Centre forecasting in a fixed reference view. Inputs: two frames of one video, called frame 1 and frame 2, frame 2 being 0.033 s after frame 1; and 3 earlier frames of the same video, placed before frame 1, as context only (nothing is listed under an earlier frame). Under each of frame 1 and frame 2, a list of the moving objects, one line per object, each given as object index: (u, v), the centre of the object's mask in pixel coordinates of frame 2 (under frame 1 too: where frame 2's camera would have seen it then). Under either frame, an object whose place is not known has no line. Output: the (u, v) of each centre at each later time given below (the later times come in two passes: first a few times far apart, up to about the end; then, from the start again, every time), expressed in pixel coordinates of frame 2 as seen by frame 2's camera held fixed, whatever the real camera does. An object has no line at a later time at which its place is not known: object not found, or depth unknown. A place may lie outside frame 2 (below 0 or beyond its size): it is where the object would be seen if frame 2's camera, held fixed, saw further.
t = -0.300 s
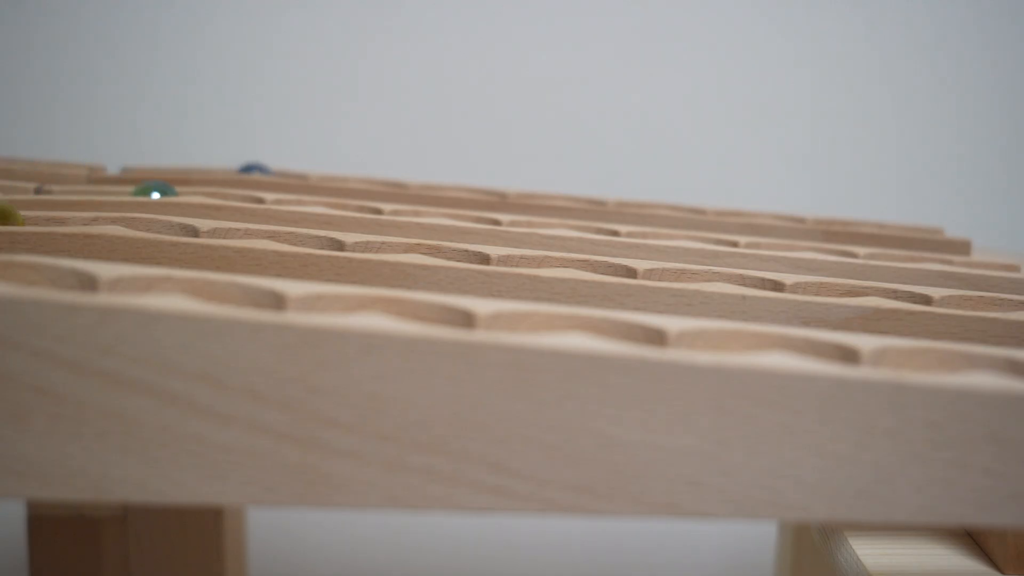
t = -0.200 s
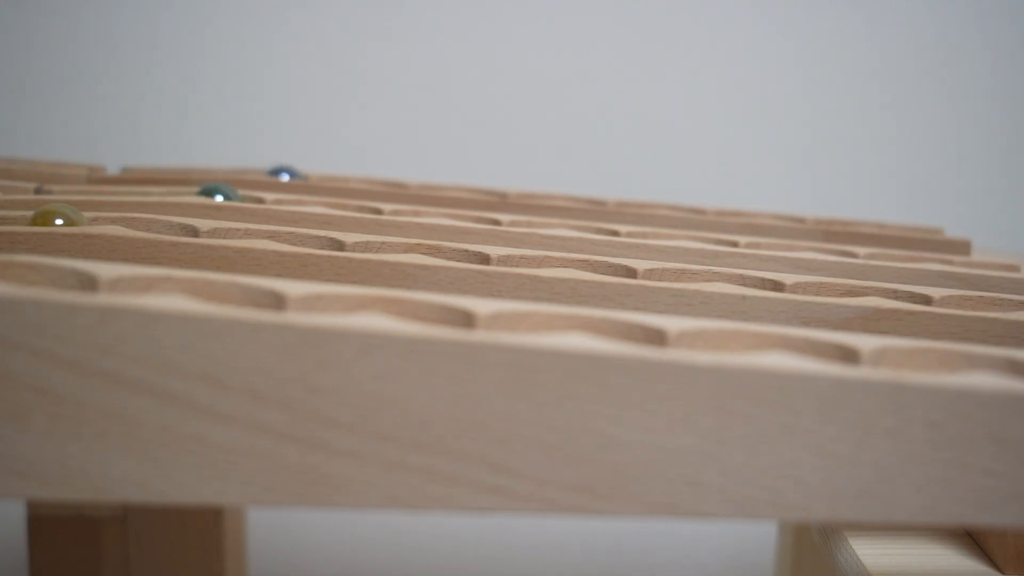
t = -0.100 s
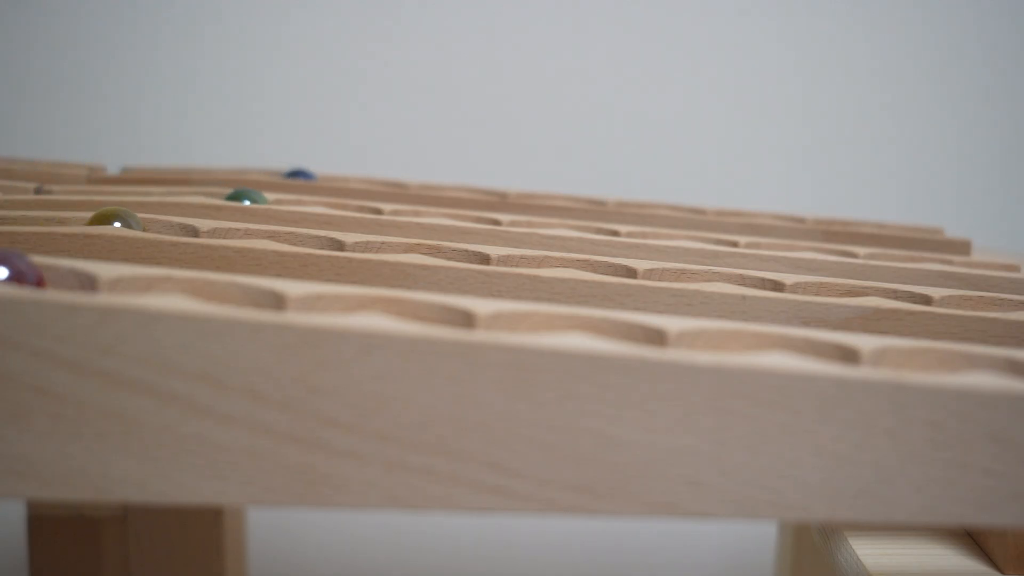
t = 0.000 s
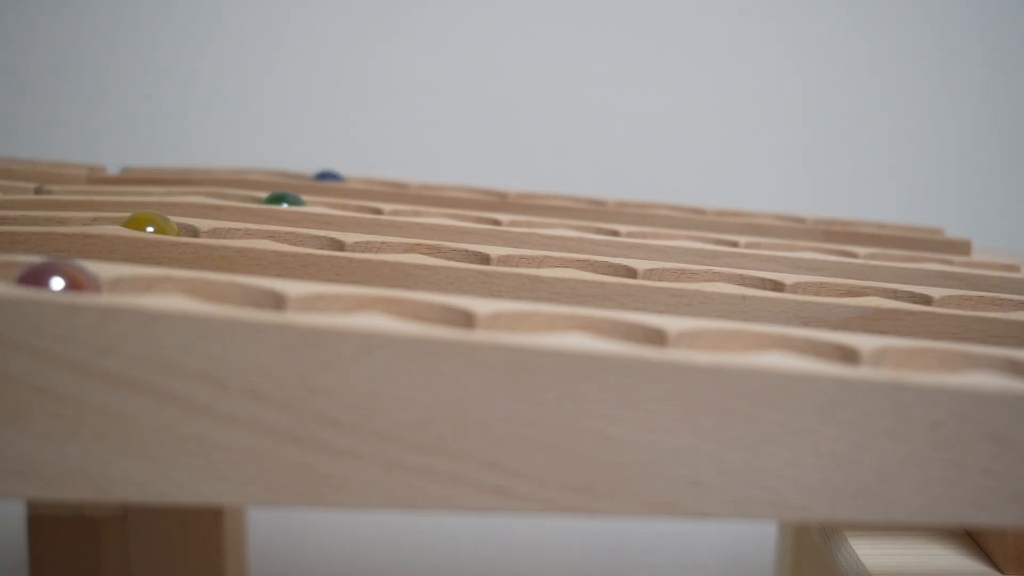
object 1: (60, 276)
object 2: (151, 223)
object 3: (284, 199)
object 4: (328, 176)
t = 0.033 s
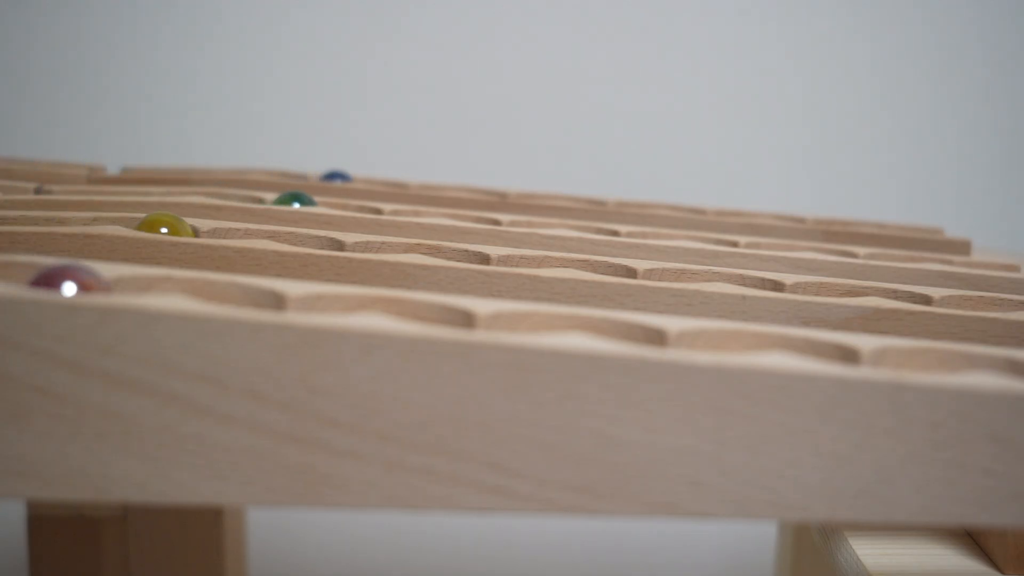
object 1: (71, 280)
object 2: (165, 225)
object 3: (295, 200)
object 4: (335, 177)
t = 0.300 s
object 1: (231, 288)
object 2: (245, 231)
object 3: (370, 207)
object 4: (397, 183)
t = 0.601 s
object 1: (362, 299)
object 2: (347, 243)
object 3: (458, 212)
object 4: (470, 187)
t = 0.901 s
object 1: (501, 318)
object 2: (462, 251)
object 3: (538, 221)
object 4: (538, 194)
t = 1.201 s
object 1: (643, 327)
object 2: (564, 258)
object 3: (622, 229)
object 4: (605, 199)
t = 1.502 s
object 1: (777, 335)
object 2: (674, 271)
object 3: (707, 233)
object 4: (674, 202)
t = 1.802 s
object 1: (924, 353)
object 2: (780, 281)
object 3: (787, 241)
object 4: (742, 210)
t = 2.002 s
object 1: (995, 355)
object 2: (843, 284)
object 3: (845, 246)
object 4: (788, 213)
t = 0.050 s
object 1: (78, 281)
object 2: (169, 225)
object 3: (299, 200)
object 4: (339, 177)
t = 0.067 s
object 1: (90, 281)
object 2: (169, 226)
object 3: (305, 200)
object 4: (343, 177)
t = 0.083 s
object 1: (101, 282)
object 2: (170, 226)
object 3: (310, 200)
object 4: (348, 177)
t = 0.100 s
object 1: (113, 282)
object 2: (173, 227)
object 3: (317, 200)
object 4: (353, 178)
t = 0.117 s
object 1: (124, 283)
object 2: (175, 228)
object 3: (324, 201)
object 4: (357, 178)
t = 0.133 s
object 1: (135, 283)
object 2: (179, 228)
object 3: (329, 201)
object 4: (362, 178)
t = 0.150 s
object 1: (145, 283)
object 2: (185, 229)
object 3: (334, 202)
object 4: (366, 179)
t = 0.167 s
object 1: (155, 282)
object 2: (191, 230)
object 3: (339, 203)
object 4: (370, 179)
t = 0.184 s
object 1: (166, 282)
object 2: (198, 230)
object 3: (344, 203)
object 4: (374, 179)
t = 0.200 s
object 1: (177, 283)
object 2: (204, 231)
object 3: (349, 204)
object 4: (378, 180)
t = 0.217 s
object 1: (188, 283)
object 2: (212, 231)
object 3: (354, 204)
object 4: (383, 181)
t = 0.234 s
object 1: (199, 283)
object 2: (219, 231)
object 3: (357, 205)
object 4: (387, 181)
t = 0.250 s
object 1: (206, 284)
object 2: (227, 231)
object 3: (361, 206)
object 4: (389, 181)
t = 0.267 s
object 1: (214, 285)
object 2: (233, 231)
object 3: (363, 206)
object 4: (391, 182)
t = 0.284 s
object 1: (222, 287)
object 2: (239, 231)
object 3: (366, 206)
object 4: (394, 182)
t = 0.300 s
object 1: (231, 288)
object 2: (245, 231)
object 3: (370, 207)
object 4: (397, 183)
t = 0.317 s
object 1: (239, 289)
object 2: (253, 231)
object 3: (374, 207)
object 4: (400, 183)
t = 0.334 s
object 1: (243, 289)
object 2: (260, 232)
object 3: (379, 208)
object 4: (404, 183)
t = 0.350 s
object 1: (247, 292)
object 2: (267, 232)
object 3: (383, 209)
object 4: (408, 184)
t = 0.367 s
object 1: (251, 292)
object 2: (275, 232)
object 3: (388, 209)
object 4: (411, 185)
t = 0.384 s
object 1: (257, 294)
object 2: (281, 233)
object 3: (394, 209)
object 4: (416, 185)
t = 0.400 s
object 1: (262, 295)
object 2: (287, 234)
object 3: (399, 210)
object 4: (421, 185)
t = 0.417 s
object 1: (269, 298)
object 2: (293, 235)
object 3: (405, 210)
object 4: (426, 185)
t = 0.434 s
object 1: (276, 298)
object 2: (299, 235)
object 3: (410, 210)
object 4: (430, 185)
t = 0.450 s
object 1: (284, 299)
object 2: (305, 236)
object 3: (415, 210)
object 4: (433, 186)
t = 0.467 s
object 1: (293, 299)
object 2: (310, 237)
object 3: (418, 210)
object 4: (437, 186)
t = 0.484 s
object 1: (303, 300)
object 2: (315, 238)
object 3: (421, 210)
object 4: (441, 186)
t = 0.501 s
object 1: (313, 300)
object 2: (318, 239)
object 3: (427, 210)
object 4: (444, 186)
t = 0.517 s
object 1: (321, 300)
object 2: (322, 240)
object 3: (431, 210)
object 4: (449, 186)
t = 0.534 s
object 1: (329, 300)
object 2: (326, 241)
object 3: (436, 211)
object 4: (452, 186)
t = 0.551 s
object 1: (337, 299)
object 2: (331, 241)
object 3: (442, 211)
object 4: (457, 186)
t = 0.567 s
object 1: (344, 299)
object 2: (336, 242)
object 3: (448, 211)
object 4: (462, 186)
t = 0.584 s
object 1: (353, 299)
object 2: (341, 243)
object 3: (452, 211)
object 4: (466, 187)
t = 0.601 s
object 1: (362, 299)
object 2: (347, 243)
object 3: (458, 212)
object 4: (470, 187)
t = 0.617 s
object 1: (371, 299)
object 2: (353, 243)
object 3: (463, 213)
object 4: (475, 187)
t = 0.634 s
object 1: (382, 299)
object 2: (361, 244)
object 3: (468, 213)
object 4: (479, 188)
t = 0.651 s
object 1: (389, 300)
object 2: (368, 244)
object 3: (472, 214)
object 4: (484, 188)
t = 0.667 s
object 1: (397, 301)
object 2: (376, 245)
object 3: (477, 215)
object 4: (487, 189)
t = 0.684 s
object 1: (406, 302)
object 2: (382, 245)
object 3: (479, 215)
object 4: (489, 189)
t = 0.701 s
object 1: (414, 304)
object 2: (387, 244)
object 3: (483, 216)
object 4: (492, 190)
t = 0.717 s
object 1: (425, 306)
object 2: (392, 244)
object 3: (486, 216)
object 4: (494, 190)
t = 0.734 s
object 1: (431, 307)
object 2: (399, 244)
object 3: (490, 217)
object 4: (498, 191)
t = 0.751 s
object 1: (435, 307)
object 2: (406, 244)
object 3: (494, 218)
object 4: (502, 191)
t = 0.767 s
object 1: (440, 308)
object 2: (413, 244)
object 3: (499, 219)
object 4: (506, 192)
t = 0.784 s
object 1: (445, 310)
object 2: (420, 245)
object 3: (504, 219)
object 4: (510, 193)
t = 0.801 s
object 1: (452, 311)
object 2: (425, 245)
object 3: (509, 220)
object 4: (514, 193)
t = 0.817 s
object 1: (459, 313)
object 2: (432, 246)
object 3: (515, 220)
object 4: (518, 193)
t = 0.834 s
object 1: (467, 315)
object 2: (438, 247)
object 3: (521, 220)
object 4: (523, 194)
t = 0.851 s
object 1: (475, 316)
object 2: (445, 248)
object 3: (526, 220)
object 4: (528, 194)
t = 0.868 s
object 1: (483, 316)
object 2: (451, 249)
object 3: (530, 221)
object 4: (531, 194)
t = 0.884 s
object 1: (492, 317)
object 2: (458, 250)
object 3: (534, 221)
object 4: (534, 194)
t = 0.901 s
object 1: (501, 318)
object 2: (462, 251)
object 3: (538, 221)
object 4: (538, 194)
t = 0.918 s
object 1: (512, 318)
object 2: (465, 252)
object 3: (541, 221)
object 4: (542, 194)
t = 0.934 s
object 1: (519, 318)
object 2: (470, 252)
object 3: (545, 221)
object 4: (544, 194)
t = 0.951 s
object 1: (526, 317)
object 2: (475, 254)
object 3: (550, 221)
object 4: (548, 194)
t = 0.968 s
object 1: (533, 317)
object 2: (480, 254)
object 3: (555, 221)
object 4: (552, 194)
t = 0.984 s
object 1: (539, 316)
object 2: (486, 255)
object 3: (560, 221)
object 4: (557, 194)
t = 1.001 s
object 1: (545, 316)
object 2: (492, 256)
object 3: (565, 221)
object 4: (560, 194)
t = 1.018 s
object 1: (553, 316)
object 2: (498, 257)
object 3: (570, 221)
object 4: (564, 194)
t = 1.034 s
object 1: (561, 316)
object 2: (505, 257)
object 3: (576, 222)
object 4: (569, 194)
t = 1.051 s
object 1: (570, 316)
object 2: (512, 258)
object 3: (581, 223)
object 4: (573, 195)
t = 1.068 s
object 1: (579, 317)
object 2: (519, 258)
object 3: (587, 223)
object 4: (577, 195)
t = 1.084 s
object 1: (588, 318)
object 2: (525, 258)
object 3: (592, 224)
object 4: (582, 196)
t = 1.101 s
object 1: (597, 319)
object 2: (531, 258)
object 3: (596, 225)
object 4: (586, 196)
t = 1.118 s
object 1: (606, 320)
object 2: (535, 257)
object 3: (600, 226)
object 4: (588, 197)
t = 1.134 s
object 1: (616, 322)
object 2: (540, 257)
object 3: (604, 226)
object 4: (591, 197)
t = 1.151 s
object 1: (624, 323)
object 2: (546, 257)
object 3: (608, 226)
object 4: (594, 198)
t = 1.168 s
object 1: (630, 325)
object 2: (551, 257)
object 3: (613, 227)
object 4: (598, 198)
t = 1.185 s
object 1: (635, 326)
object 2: (558, 258)
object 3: (617, 228)
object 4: (601, 199)
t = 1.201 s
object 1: (643, 327)
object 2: (564, 258)
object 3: (622, 229)
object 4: (605, 199)
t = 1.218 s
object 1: (651, 328)
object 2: (570, 259)
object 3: (627, 229)
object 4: (610, 200)
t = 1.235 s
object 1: (658, 330)
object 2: (576, 259)
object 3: (632, 229)
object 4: (613, 200)
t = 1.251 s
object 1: (668, 332)
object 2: (584, 260)
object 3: (637, 230)
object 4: (617, 200)
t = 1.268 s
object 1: (677, 334)
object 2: (591, 261)
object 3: (643, 230)
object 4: (622, 201)
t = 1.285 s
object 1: (685, 334)
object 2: (597, 262)
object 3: (648, 230)
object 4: (626, 201)
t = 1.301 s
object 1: (693, 334)
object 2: (604, 263)
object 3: (653, 231)
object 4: (631, 201)
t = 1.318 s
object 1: (701, 335)
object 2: (609, 264)
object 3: (656, 230)
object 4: (635, 201)
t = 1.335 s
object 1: (710, 335)
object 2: (614, 265)
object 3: (659, 231)
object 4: (638, 201)
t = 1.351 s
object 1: (717, 336)
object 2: (618, 266)
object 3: (663, 231)
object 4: (640, 201)
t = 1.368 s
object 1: (724, 336)
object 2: (624, 267)
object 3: (666, 230)
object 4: (643, 201)
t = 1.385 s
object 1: (729, 335)
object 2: (629, 268)
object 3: (670, 230)
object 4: (646, 201)
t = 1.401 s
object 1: (733, 335)
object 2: (635, 269)
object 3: (674, 230)
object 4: (649, 201)
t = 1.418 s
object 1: (739, 334)
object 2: (641, 269)
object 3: (679, 231)
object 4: (653, 201)
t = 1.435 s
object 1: (745, 334)
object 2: (647, 270)
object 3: (684, 231)
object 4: (657, 201)
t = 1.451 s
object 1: (753, 334)
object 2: (653, 270)
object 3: (690, 231)
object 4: (661, 202)
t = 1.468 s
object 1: (760, 334)
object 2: (660, 271)
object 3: (695, 232)
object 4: (665, 202)
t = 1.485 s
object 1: (769, 334)
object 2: (667, 271)
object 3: (701, 233)
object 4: (669, 202)
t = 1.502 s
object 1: (777, 335)
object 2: (674, 271)
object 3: (707, 233)
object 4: (674, 202)
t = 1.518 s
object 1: (786, 336)
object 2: (680, 272)
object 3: (712, 234)
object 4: (678, 203)
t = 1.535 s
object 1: (796, 336)
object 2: (684, 272)
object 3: (716, 235)
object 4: (682, 203)
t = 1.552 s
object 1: (806, 338)
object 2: (688, 272)
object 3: (720, 235)
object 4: (686, 204)
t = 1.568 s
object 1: (815, 340)
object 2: (693, 271)
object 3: (724, 236)
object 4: (690, 205)
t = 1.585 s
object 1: (822, 341)
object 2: (698, 271)
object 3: (728, 237)
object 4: (693, 206)
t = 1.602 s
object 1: (830, 342)
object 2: (704, 270)
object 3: (733, 238)
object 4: (697, 206)
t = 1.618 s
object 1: (837, 344)
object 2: (710, 271)
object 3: (739, 238)
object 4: (700, 207)
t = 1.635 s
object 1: (845, 345)
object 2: (717, 271)
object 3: (744, 239)
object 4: (704, 207)
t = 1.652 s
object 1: (853, 347)
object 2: (723, 271)
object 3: (749, 240)
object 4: (709, 208)
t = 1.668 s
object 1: (862, 349)
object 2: (731, 272)
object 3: (754, 240)
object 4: (713, 208)
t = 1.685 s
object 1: (872, 350)
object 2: (738, 273)
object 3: (759, 240)
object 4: (717, 209)
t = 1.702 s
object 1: (880, 351)
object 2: (746, 274)
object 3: (765, 241)
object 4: (721, 209)
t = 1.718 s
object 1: (888, 352)
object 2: (753, 276)
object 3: (769, 241)
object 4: (725, 209)
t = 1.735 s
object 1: (897, 352)
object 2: (759, 277)
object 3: (774, 241)
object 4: (730, 209)
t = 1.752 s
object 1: (905, 353)
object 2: (763, 278)
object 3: (778, 241)
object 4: (734, 209)
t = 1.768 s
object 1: (913, 354)
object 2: (768, 279)
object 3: (781, 241)
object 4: (737, 210)
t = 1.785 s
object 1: (919, 354)
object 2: (775, 280)
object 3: (784, 241)
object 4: (739, 210)
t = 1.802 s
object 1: (924, 353)
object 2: (780, 281)
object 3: (787, 241)
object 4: (742, 210)
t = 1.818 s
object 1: (929, 353)
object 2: (788, 282)
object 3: (790, 241)
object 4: (744, 210)
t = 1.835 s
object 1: (932, 353)
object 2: (794, 283)
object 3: (794, 241)
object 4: (747, 210)
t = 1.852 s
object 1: (936, 353)
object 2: (799, 284)
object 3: (798, 241)
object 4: (750, 210)
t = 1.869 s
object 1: (940, 353)
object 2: (805, 284)
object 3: (803, 241)
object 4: (754, 210)
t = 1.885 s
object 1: (946, 352)
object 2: (812, 284)
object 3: (808, 242)
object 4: (758, 210)
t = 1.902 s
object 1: (952, 352)
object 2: (818, 285)
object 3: (814, 242)
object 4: (762, 210)
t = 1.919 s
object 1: (958, 352)
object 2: (824, 285)
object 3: (820, 243)
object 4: (766, 210)
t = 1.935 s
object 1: (966, 353)
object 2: (829, 285)
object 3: (826, 244)
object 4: (770, 211)
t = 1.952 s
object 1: (977, 353)
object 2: (833, 285)
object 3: (831, 245)
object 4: (775, 211)
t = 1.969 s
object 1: (984, 353)
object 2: (836, 284)
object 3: (837, 245)
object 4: (780, 211)
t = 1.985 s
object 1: (990, 353)
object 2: (839, 284)
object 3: (840, 246)
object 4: (784, 212)
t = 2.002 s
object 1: (995, 355)
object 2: (843, 284)
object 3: (845, 246)
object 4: (788, 213)
